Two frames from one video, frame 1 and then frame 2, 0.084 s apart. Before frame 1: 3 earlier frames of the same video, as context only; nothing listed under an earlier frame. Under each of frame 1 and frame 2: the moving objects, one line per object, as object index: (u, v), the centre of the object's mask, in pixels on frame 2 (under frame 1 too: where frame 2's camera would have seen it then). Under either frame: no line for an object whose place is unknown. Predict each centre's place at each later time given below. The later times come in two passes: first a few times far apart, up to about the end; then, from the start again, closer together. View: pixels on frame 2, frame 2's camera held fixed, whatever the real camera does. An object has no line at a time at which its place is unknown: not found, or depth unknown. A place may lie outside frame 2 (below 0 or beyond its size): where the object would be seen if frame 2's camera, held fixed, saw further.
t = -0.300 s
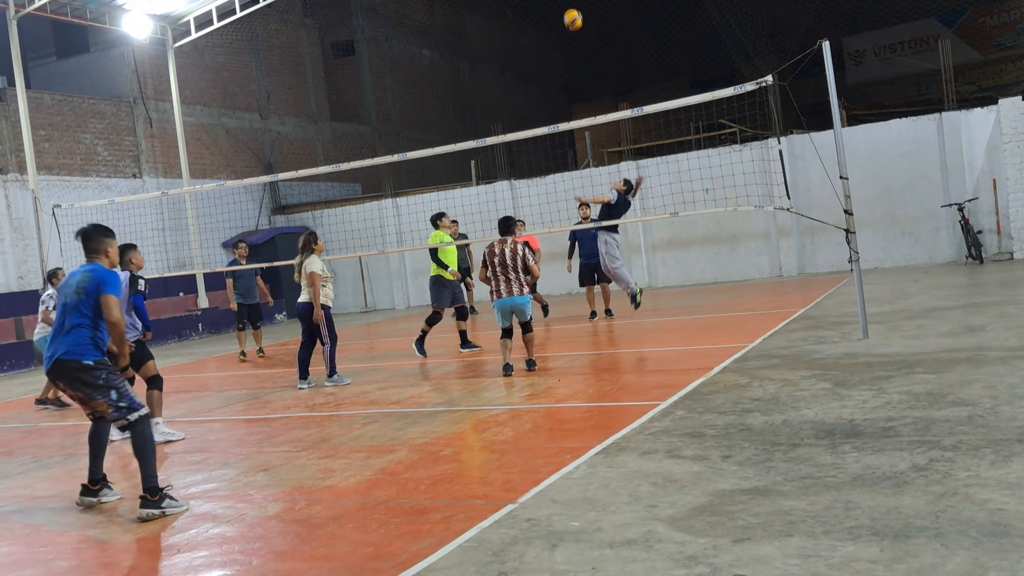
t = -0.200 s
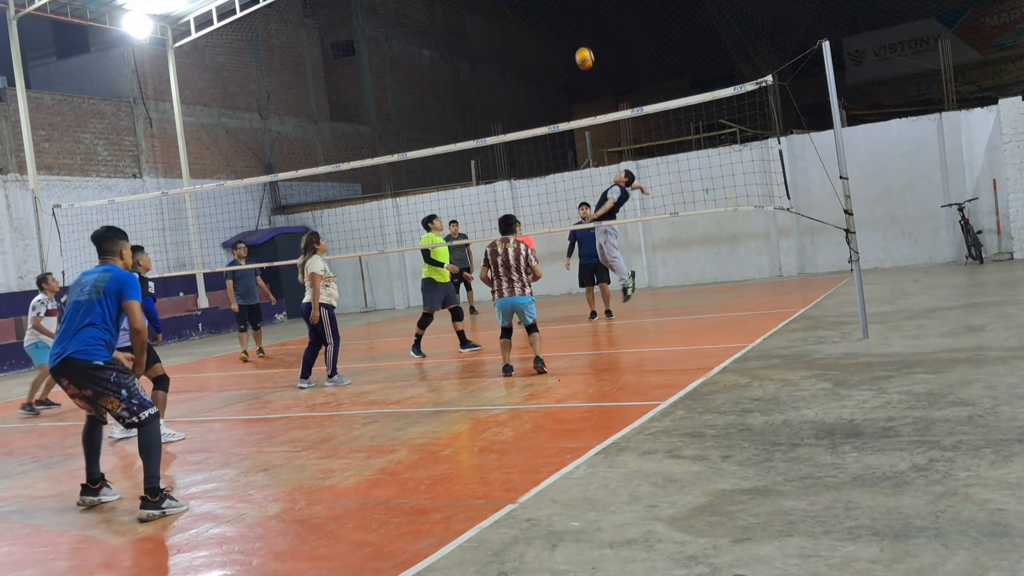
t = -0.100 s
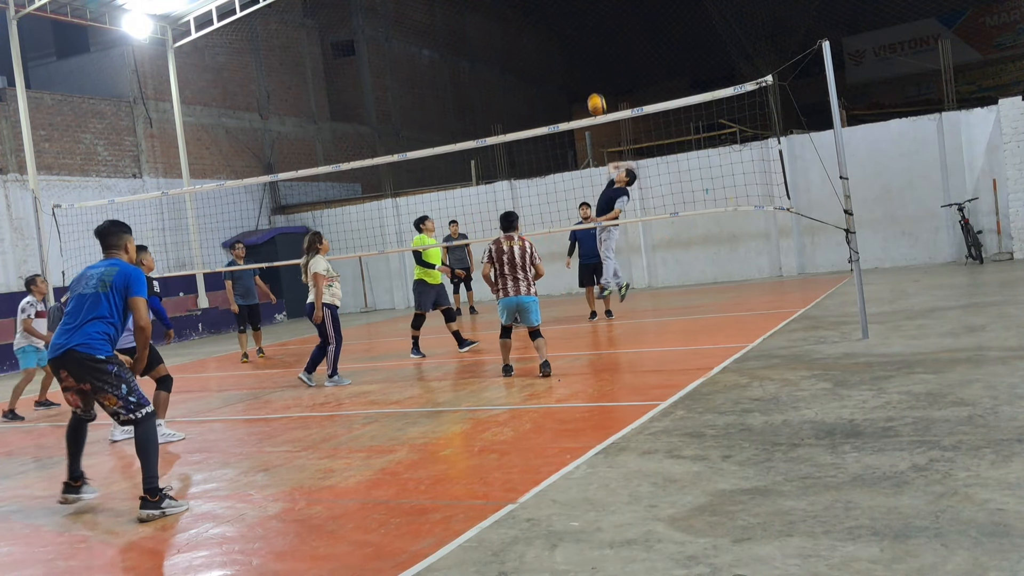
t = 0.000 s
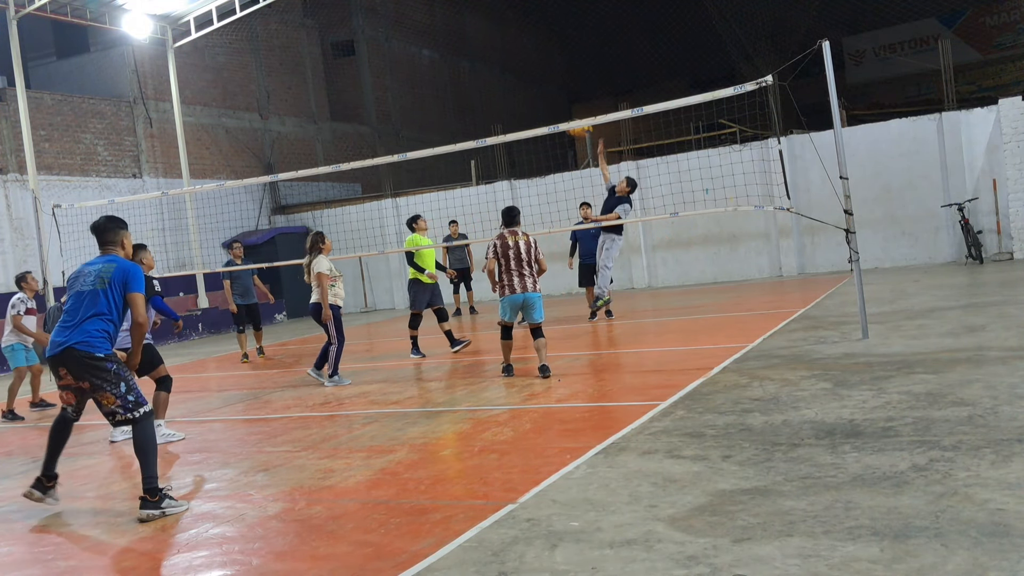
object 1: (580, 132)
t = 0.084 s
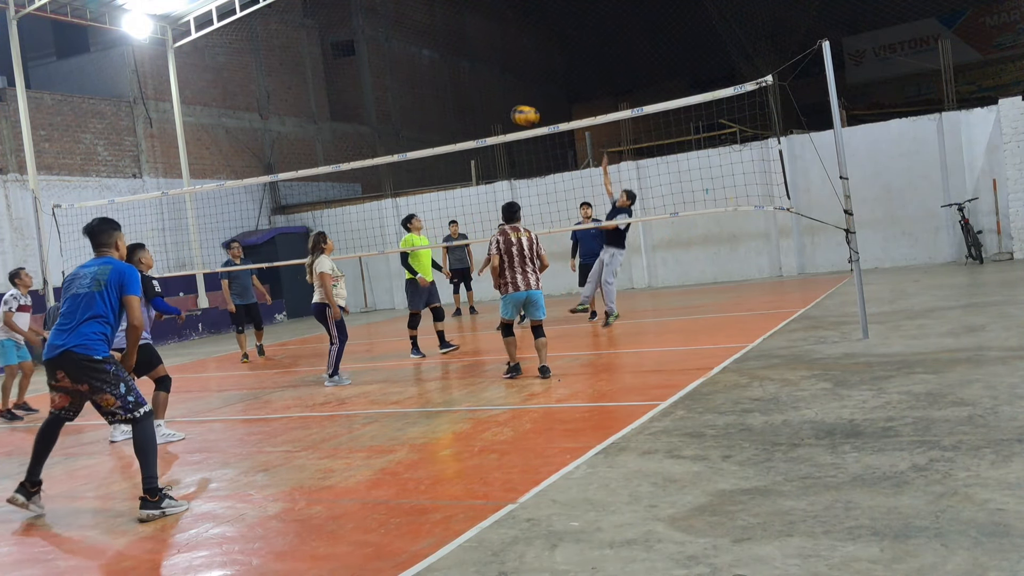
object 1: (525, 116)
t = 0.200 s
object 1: (444, 106)
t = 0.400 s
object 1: (287, 116)
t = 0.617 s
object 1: (86, 186)
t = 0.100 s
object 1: (514, 114)
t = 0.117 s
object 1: (502, 112)
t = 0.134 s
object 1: (491, 110)
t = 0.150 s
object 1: (479, 109)
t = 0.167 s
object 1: (468, 107)
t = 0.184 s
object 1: (456, 106)
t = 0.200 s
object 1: (444, 106)
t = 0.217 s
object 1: (432, 105)
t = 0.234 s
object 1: (420, 105)
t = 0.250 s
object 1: (407, 105)
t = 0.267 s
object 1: (394, 105)
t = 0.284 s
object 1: (382, 105)
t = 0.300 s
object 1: (369, 106)
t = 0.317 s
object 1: (355, 107)
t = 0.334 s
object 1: (342, 108)
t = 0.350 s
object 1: (328, 109)
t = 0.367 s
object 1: (315, 111)
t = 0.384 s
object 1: (300, 114)
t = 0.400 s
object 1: (287, 116)
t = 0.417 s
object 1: (272, 119)
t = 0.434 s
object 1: (258, 122)
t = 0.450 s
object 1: (243, 125)
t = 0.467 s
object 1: (227, 129)
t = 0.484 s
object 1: (212, 135)
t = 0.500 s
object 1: (199, 139)
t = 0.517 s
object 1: (179, 146)
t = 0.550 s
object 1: (148, 158)
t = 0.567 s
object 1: (132, 165)
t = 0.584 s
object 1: (117, 171)
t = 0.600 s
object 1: (99, 180)
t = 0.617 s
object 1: (86, 186)
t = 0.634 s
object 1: (67, 196)
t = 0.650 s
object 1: (51, 205)
